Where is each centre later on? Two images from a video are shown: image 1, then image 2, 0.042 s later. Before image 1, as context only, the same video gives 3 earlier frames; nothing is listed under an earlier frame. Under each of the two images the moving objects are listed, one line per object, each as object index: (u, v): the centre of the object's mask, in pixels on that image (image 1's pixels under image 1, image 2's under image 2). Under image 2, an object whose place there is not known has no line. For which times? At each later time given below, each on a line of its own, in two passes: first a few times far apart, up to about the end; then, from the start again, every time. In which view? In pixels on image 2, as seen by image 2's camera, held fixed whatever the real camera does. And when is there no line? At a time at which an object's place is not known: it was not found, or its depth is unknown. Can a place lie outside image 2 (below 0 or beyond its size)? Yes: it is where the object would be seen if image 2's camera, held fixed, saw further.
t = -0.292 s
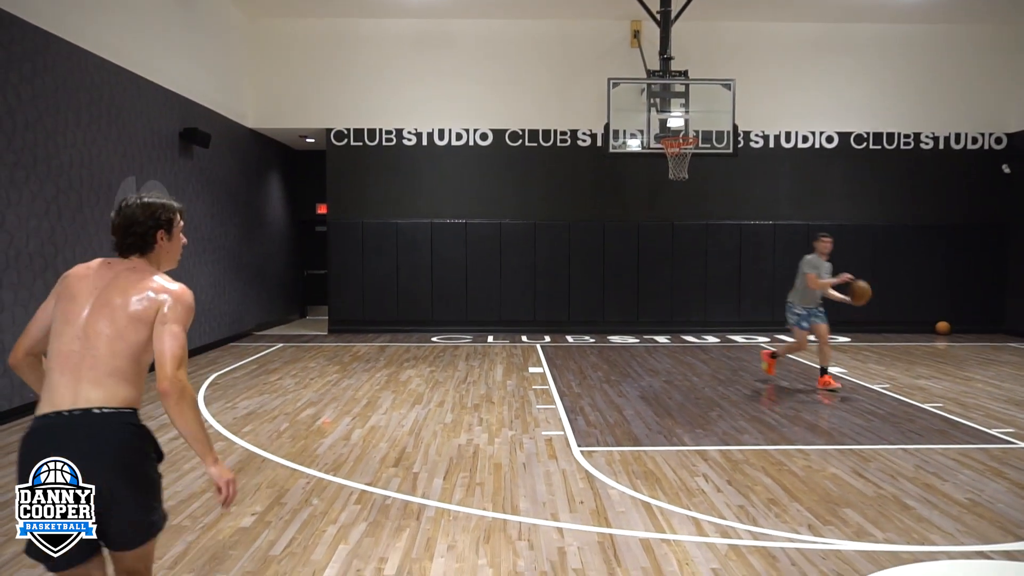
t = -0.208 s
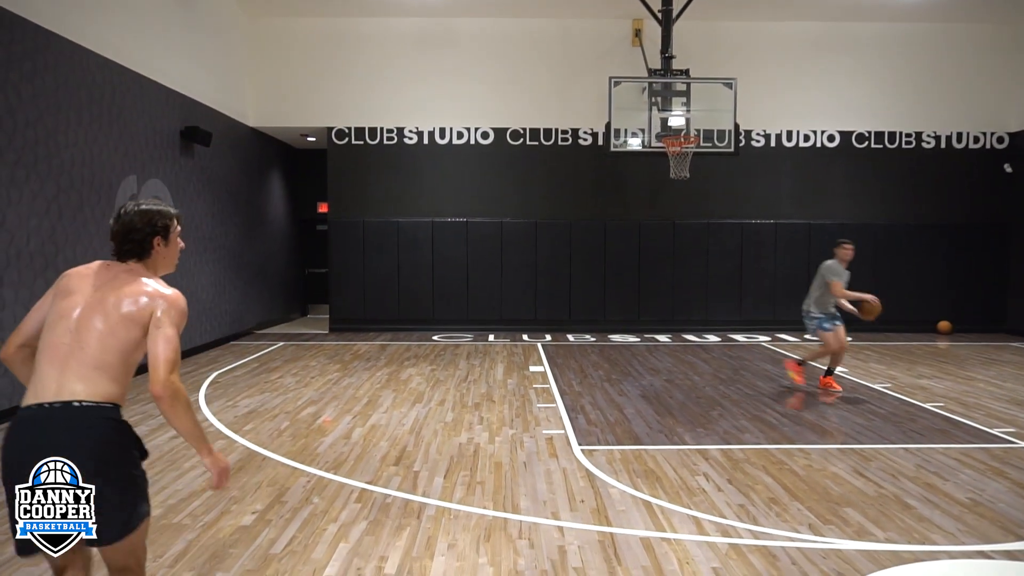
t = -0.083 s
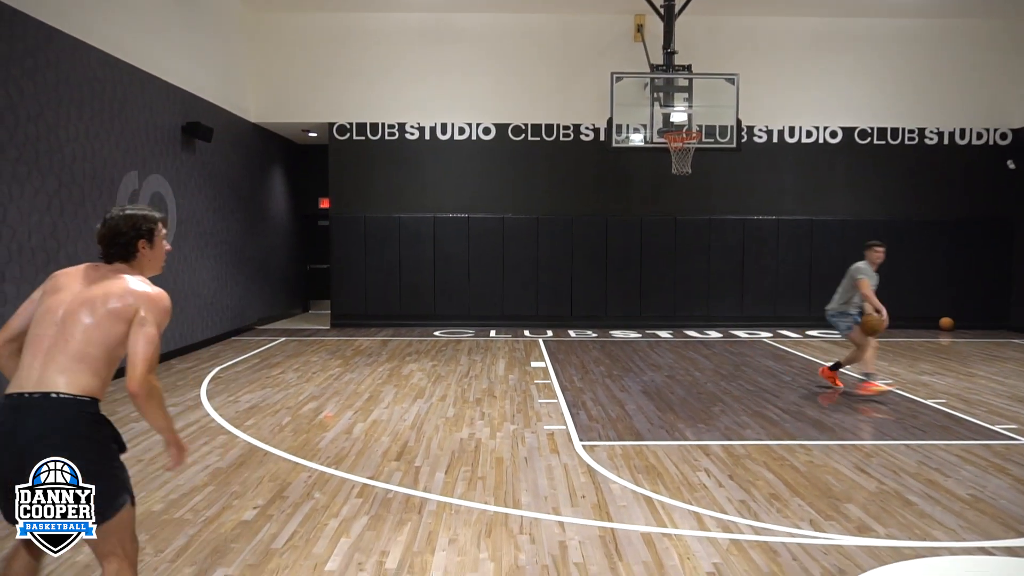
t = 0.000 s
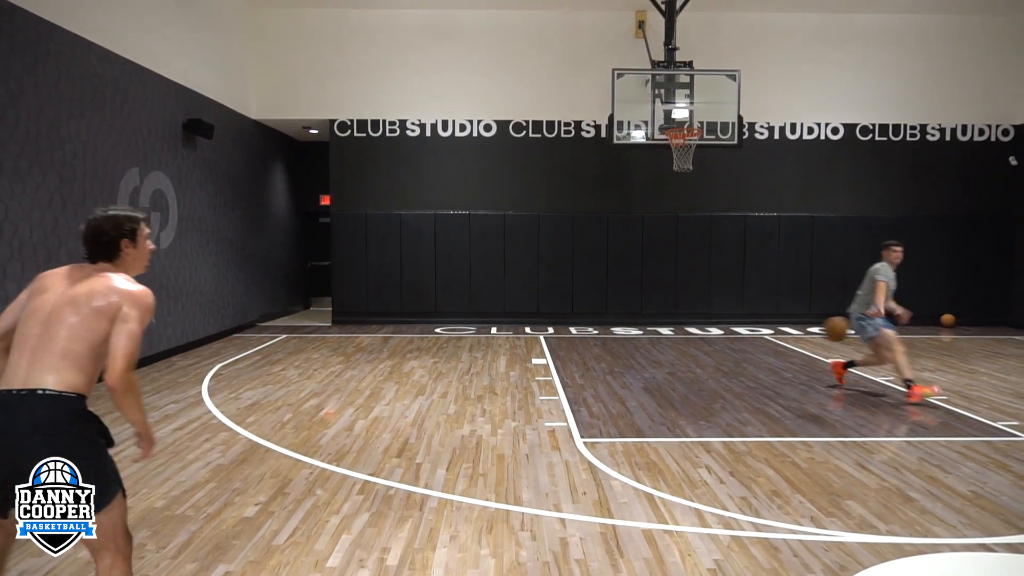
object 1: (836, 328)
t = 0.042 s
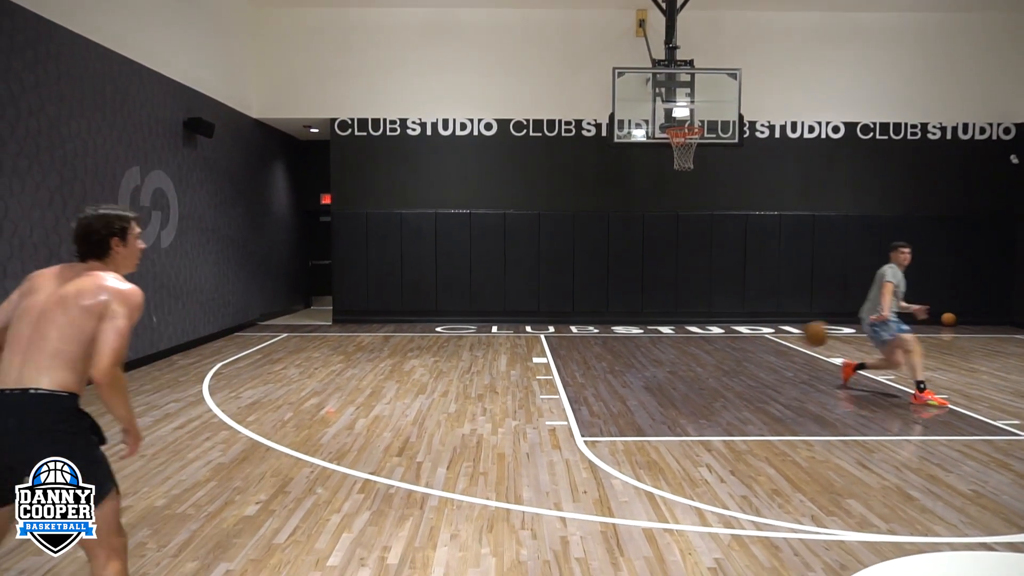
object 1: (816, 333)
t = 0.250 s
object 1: (689, 400)
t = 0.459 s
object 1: (577, 397)
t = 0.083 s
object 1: (794, 343)
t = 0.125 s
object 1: (770, 353)
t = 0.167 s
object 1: (745, 365)
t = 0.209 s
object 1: (718, 381)
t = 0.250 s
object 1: (689, 400)
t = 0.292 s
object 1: (661, 422)
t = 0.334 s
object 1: (637, 420)
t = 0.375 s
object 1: (617, 411)
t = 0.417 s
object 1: (597, 403)
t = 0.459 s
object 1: (577, 397)
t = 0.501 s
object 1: (553, 394)
